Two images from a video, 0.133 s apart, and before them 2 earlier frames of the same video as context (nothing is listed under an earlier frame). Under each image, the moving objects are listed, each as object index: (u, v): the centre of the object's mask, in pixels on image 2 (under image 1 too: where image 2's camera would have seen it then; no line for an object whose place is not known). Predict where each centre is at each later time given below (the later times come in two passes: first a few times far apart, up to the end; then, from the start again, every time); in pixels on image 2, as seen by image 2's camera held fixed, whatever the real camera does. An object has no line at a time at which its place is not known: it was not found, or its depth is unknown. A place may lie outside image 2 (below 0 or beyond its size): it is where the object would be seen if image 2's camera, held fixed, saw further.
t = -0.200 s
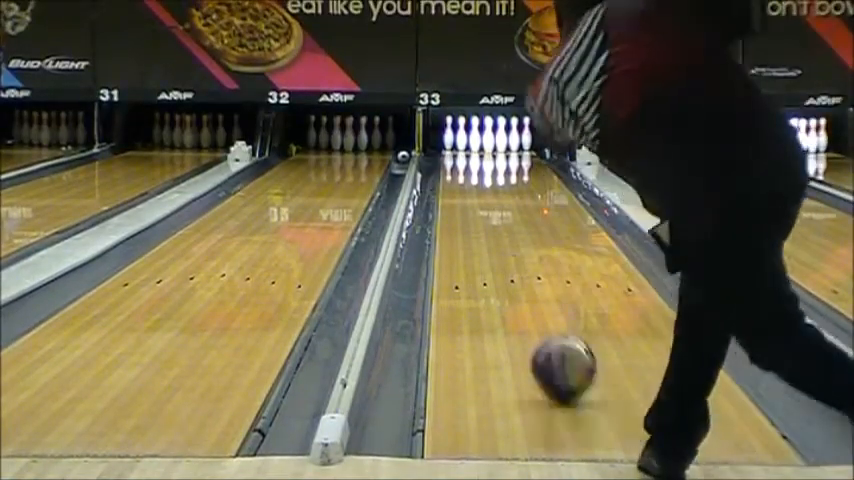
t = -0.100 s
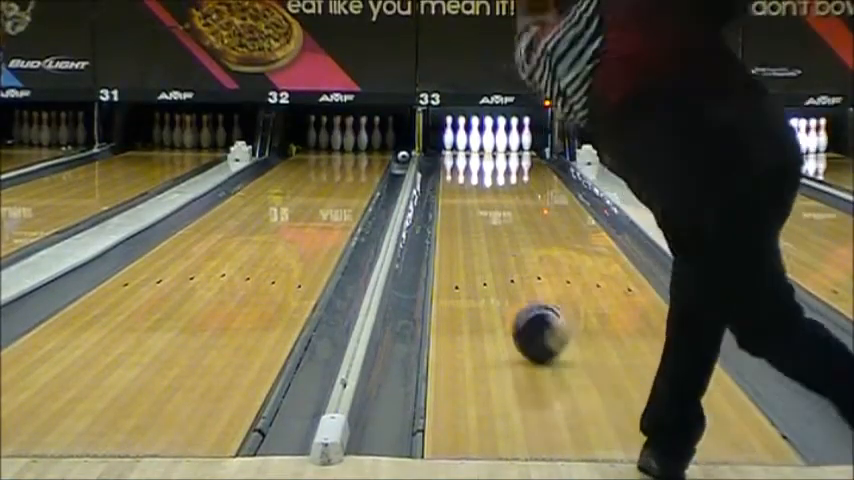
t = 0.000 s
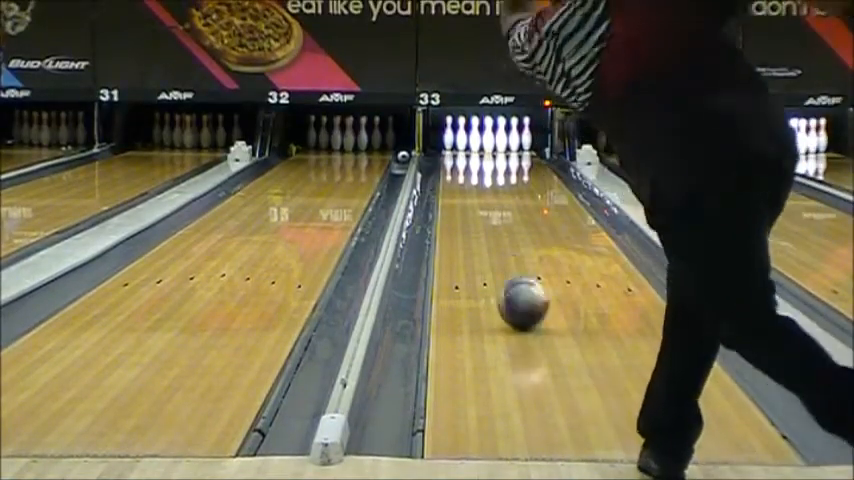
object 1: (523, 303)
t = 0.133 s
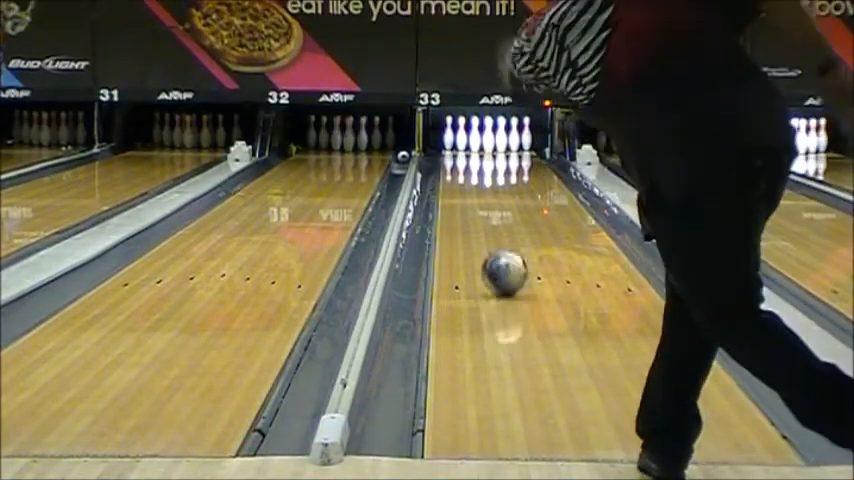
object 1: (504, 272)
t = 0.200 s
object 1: (497, 260)
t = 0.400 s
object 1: (479, 229)
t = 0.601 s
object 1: (468, 208)
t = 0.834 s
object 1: (459, 187)
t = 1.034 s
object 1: (454, 175)
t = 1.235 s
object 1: (454, 164)
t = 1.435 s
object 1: (456, 157)
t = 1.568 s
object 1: (461, 152)
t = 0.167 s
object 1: (501, 266)
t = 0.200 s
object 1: (497, 260)
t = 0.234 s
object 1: (493, 254)
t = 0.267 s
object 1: (490, 248)
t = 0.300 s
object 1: (488, 243)
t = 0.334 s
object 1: (485, 238)
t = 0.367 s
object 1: (482, 234)
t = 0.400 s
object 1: (479, 229)
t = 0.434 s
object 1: (477, 225)
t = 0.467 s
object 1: (476, 220)
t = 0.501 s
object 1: (474, 217)
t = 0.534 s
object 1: (471, 214)
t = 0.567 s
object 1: (469, 211)
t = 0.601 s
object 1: (468, 208)
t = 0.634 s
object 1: (467, 205)
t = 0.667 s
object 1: (464, 201)
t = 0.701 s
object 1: (463, 198)
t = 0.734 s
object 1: (462, 195)
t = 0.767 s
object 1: (460, 193)
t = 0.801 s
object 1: (460, 190)
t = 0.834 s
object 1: (459, 187)
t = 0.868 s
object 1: (457, 185)
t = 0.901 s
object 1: (457, 182)
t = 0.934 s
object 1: (456, 180)
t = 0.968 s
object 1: (457, 179)
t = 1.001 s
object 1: (456, 177)
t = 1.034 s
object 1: (454, 175)
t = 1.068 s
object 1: (454, 172)
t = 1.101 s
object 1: (455, 171)
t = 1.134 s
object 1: (455, 170)
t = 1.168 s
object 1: (454, 167)
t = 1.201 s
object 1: (454, 165)
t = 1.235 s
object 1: (454, 164)
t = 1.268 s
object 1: (454, 163)
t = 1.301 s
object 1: (454, 162)
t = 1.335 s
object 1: (454, 160)
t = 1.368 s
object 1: (455, 159)
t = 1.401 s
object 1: (456, 158)
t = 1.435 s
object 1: (456, 157)
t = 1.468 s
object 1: (458, 156)
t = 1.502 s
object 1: (458, 154)
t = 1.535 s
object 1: (460, 154)
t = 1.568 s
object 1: (461, 152)
